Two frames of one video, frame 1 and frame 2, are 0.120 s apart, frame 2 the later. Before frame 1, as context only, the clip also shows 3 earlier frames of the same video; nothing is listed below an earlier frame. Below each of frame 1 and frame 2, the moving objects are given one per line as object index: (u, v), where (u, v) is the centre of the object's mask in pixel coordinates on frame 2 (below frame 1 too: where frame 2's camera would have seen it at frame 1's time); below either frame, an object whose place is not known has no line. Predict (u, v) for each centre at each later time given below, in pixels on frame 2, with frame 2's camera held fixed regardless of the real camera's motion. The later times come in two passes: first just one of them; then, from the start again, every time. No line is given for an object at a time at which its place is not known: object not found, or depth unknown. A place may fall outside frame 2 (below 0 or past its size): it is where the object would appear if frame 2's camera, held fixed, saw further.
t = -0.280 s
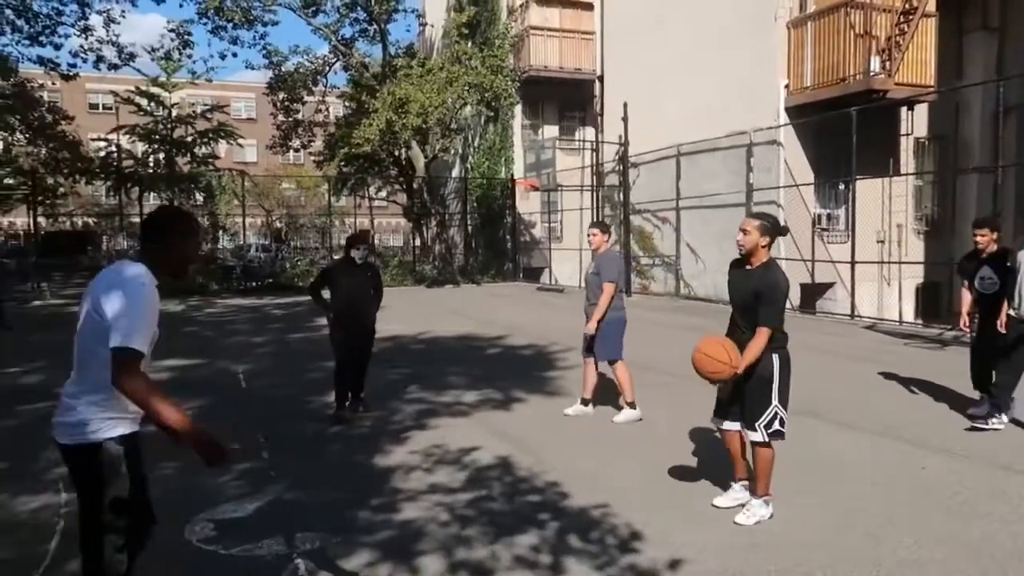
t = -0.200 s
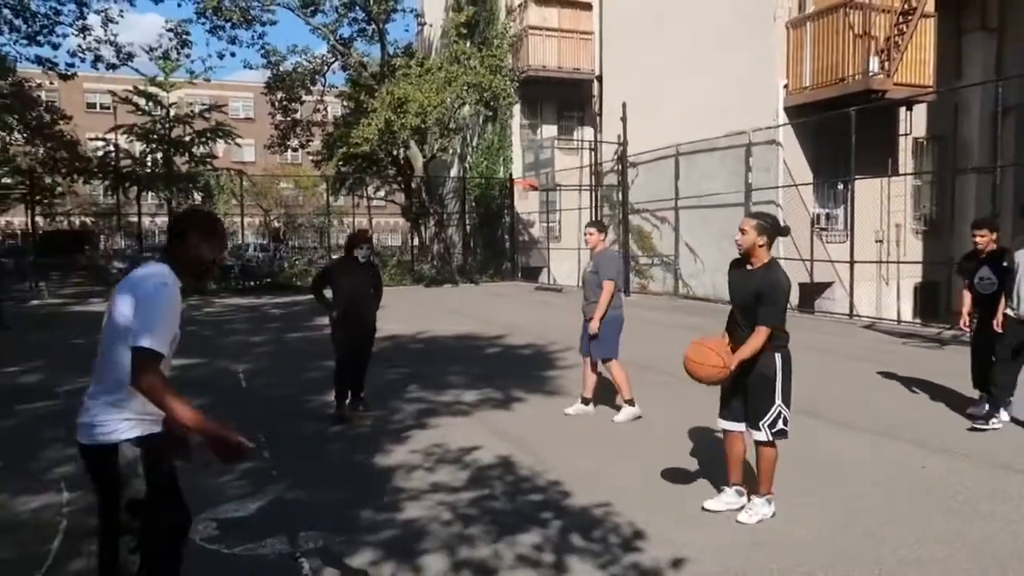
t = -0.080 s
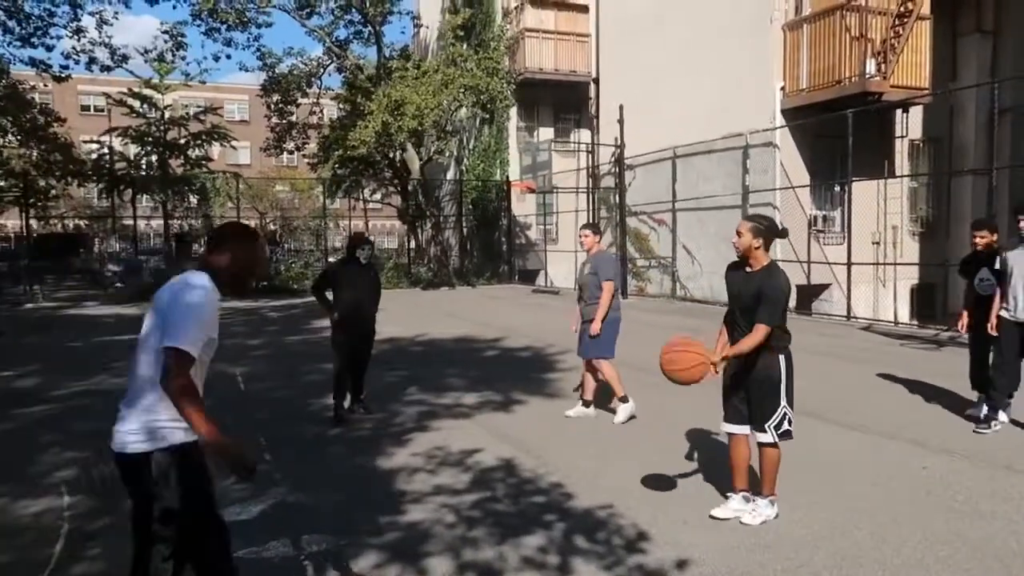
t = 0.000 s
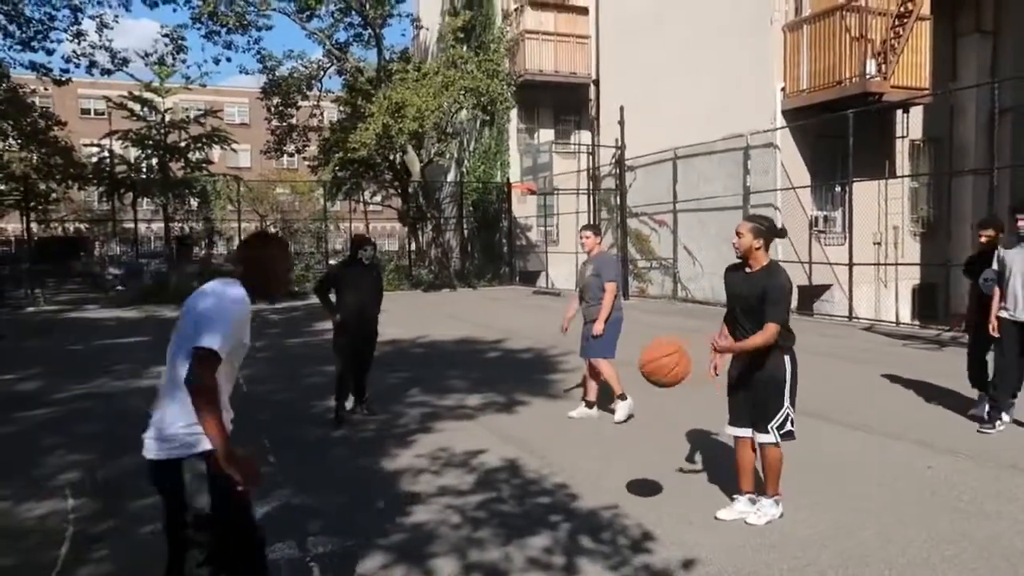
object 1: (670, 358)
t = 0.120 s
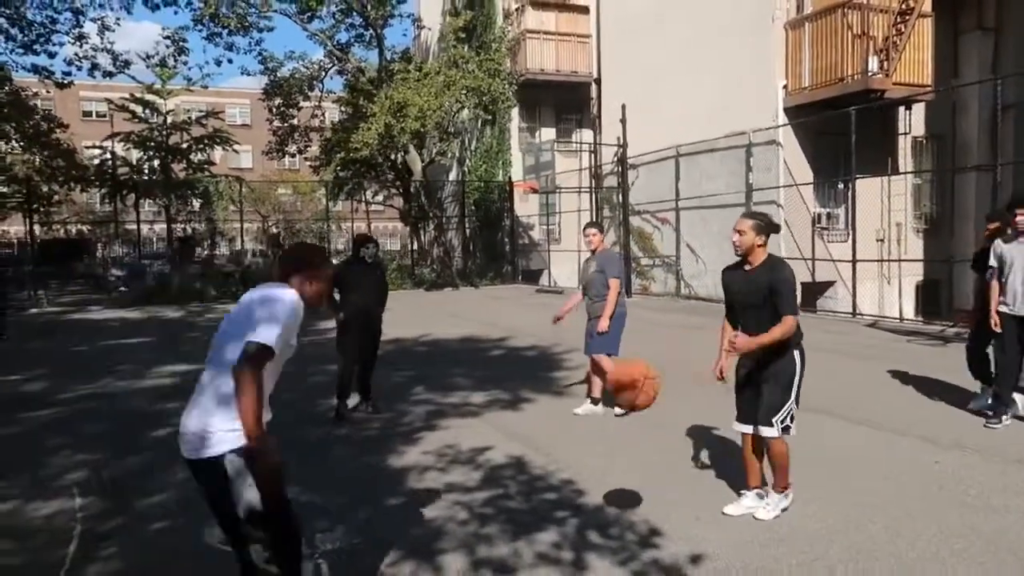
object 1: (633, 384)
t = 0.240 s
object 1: (593, 446)
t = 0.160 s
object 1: (619, 401)
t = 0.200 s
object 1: (606, 422)
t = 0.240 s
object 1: (593, 446)
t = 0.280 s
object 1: (579, 475)
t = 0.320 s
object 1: (568, 509)
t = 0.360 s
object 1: (550, 546)
